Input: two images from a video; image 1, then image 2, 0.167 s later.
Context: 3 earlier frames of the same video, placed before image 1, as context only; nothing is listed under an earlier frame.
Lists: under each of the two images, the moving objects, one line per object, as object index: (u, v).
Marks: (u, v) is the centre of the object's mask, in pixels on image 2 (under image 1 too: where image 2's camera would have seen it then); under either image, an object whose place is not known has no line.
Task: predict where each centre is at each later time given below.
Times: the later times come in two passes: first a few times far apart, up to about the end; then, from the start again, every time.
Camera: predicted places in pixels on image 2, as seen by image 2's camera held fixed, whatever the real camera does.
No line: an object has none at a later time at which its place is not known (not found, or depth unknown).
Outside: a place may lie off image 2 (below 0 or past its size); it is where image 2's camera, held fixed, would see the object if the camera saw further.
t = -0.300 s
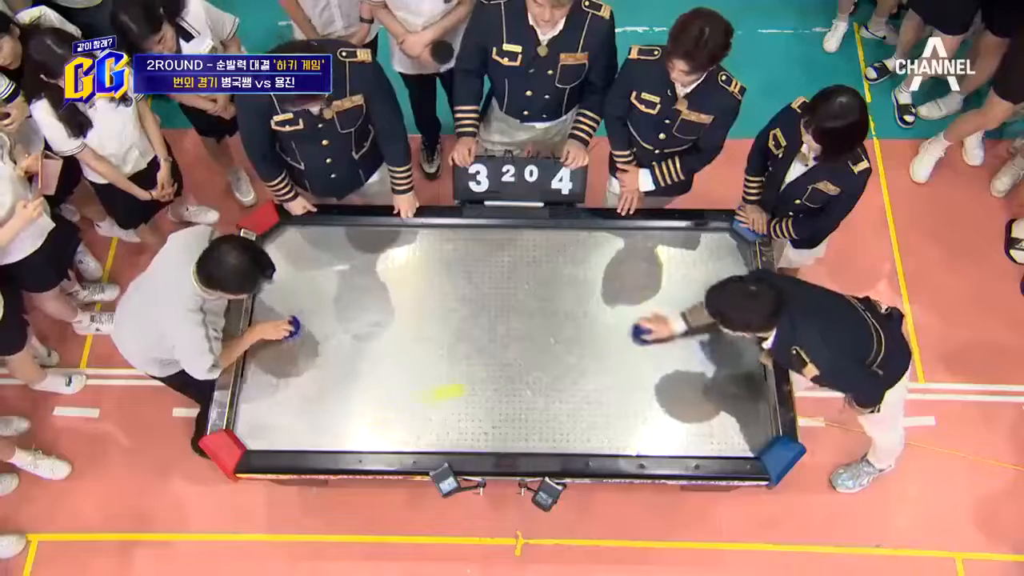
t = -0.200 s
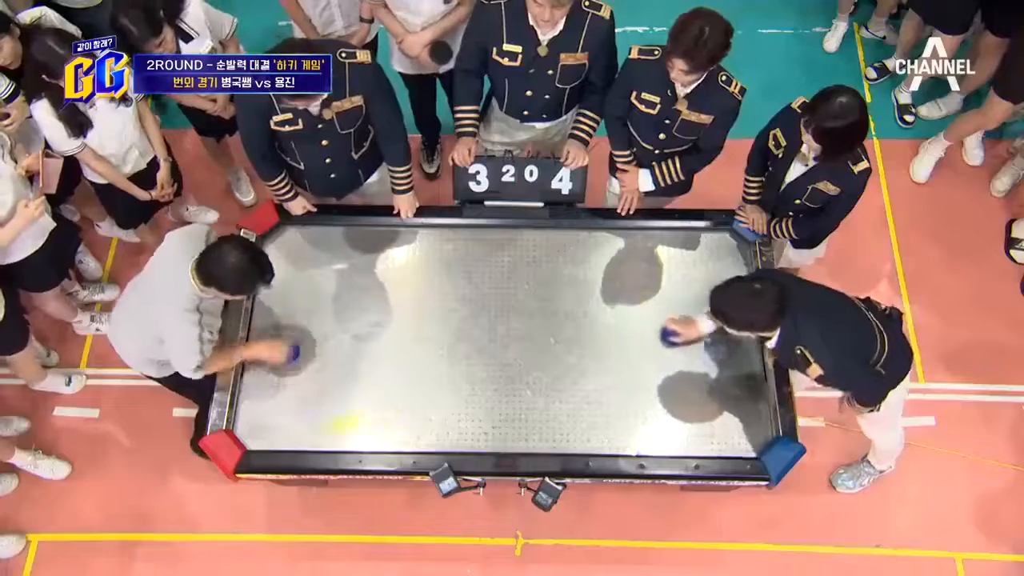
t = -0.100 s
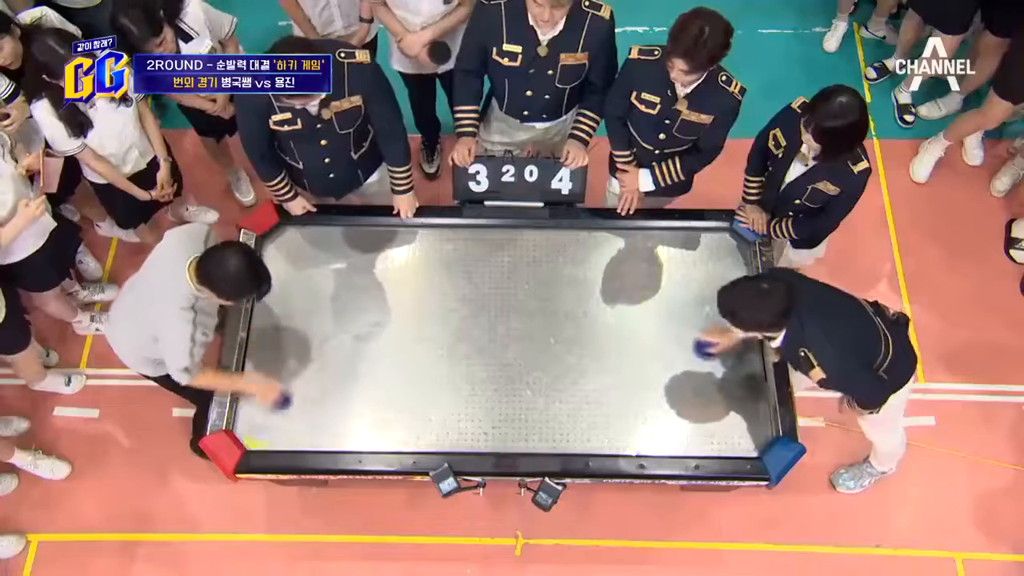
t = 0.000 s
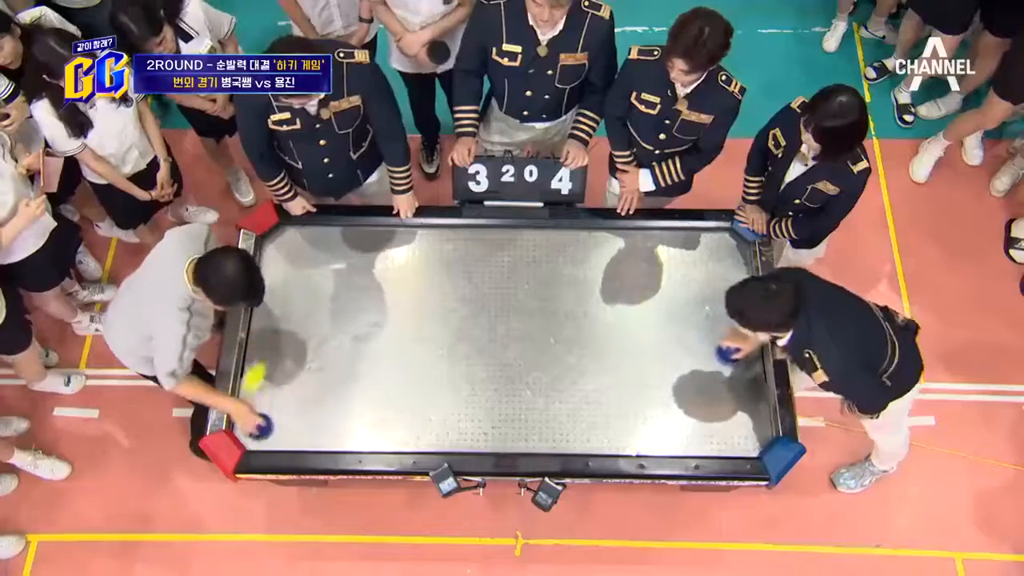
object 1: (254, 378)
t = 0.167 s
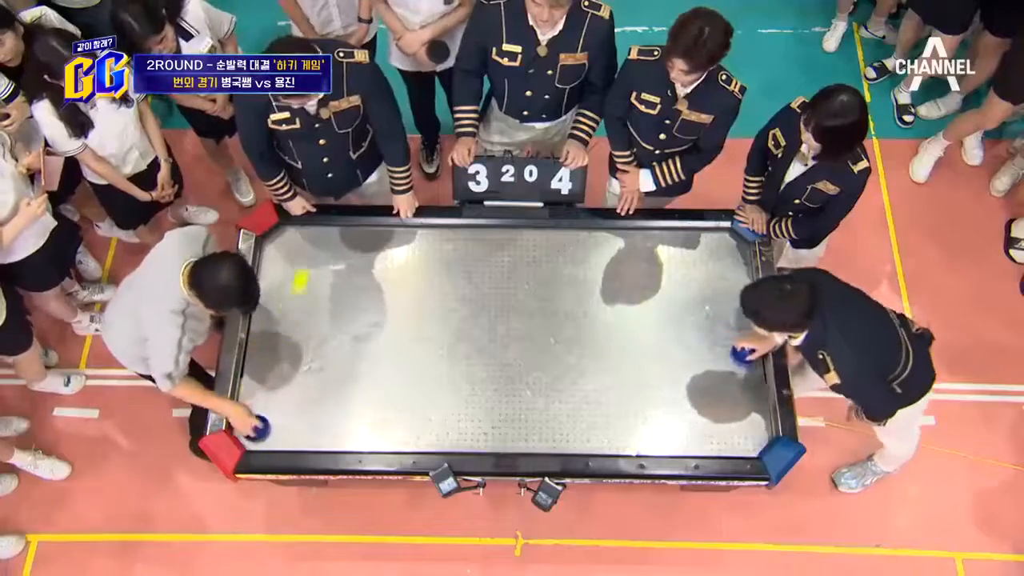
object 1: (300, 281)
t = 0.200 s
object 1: (308, 263)
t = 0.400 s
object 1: (333, 283)
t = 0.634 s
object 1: (345, 392)
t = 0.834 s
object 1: (358, 420)
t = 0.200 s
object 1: (308, 263)
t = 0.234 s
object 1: (317, 245)
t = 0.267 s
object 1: (324, 232)
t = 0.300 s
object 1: (328, 239)
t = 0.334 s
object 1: (329, 254)
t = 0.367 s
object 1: (331, 268)
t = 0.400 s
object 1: (333, 283)
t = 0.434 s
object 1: (335, 299)
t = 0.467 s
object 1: (336, 314)
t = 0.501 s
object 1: (338, 329)
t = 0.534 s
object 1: (341, 345)
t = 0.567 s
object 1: (342, 360)
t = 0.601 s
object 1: (344, 374)
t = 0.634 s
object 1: (345, 392)
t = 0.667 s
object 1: (347, 408)
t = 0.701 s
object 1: (349, 423)
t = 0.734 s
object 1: (351, 440)
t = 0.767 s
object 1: (353, 443)
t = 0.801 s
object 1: (355, 431)
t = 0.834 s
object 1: (358, 420)
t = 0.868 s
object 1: (361, 409)
